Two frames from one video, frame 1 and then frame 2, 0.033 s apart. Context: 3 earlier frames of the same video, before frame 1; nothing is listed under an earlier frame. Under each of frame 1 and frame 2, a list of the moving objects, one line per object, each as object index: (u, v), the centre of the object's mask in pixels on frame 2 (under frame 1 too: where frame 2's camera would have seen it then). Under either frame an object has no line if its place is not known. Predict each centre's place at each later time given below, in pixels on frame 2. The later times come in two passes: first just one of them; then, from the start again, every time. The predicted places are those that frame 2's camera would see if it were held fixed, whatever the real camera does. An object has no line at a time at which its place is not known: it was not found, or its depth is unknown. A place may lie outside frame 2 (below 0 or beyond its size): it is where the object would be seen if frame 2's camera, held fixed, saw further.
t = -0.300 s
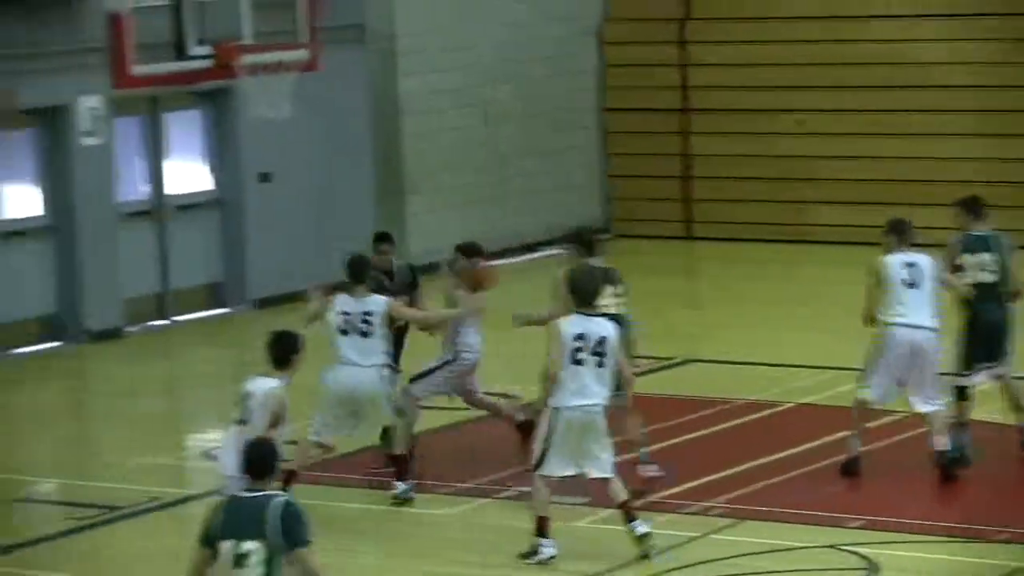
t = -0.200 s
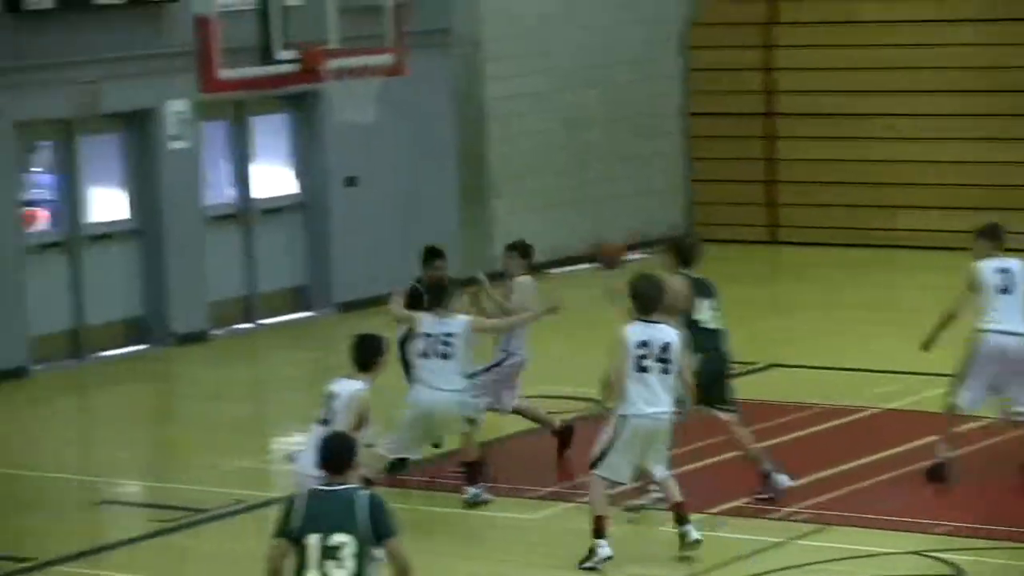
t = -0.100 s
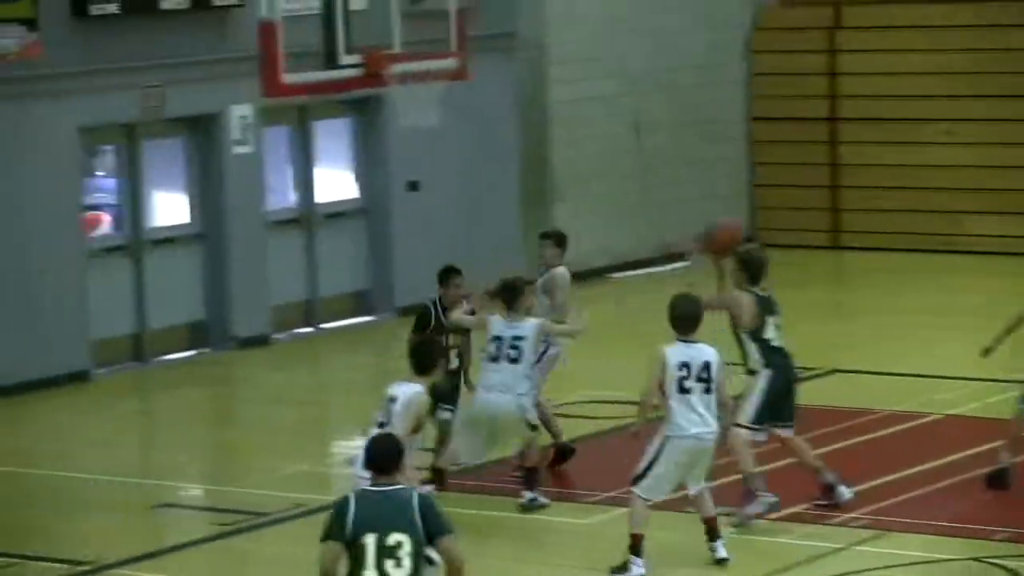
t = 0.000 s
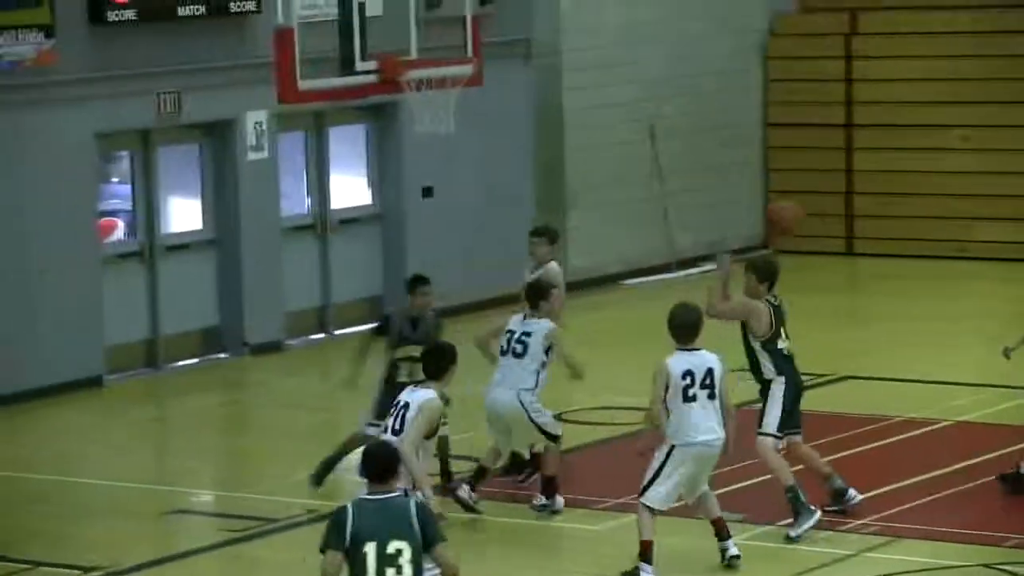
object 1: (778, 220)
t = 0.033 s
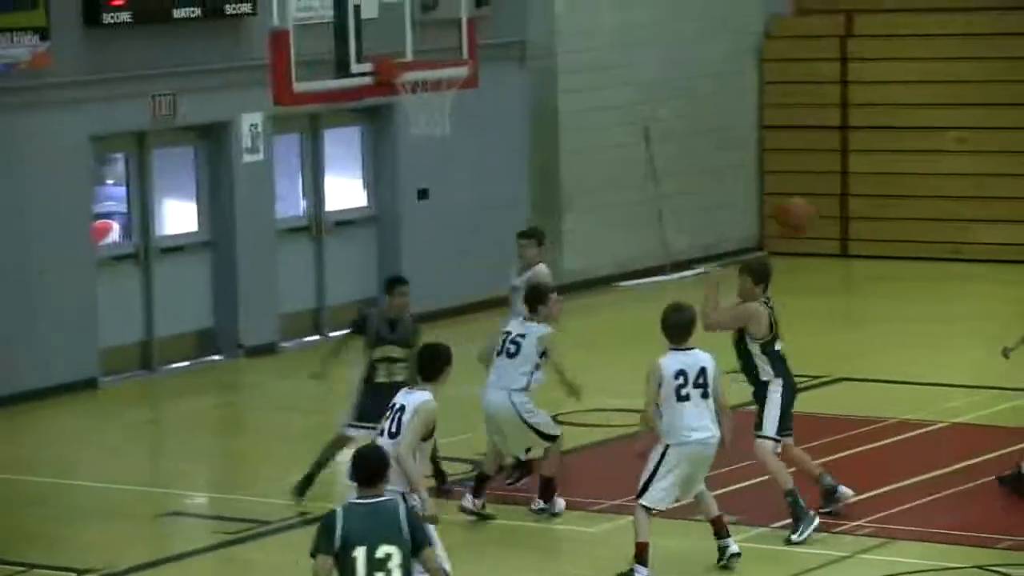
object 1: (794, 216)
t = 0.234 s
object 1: (898, 223)
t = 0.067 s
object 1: (811, 212)
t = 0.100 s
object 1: (830, 212)
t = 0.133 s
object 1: (846, 212)
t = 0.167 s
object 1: (861, 213)
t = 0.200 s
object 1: (880, 216)
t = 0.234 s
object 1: (898, 223)
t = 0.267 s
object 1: (918, 229)
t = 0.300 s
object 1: (938, 239)
